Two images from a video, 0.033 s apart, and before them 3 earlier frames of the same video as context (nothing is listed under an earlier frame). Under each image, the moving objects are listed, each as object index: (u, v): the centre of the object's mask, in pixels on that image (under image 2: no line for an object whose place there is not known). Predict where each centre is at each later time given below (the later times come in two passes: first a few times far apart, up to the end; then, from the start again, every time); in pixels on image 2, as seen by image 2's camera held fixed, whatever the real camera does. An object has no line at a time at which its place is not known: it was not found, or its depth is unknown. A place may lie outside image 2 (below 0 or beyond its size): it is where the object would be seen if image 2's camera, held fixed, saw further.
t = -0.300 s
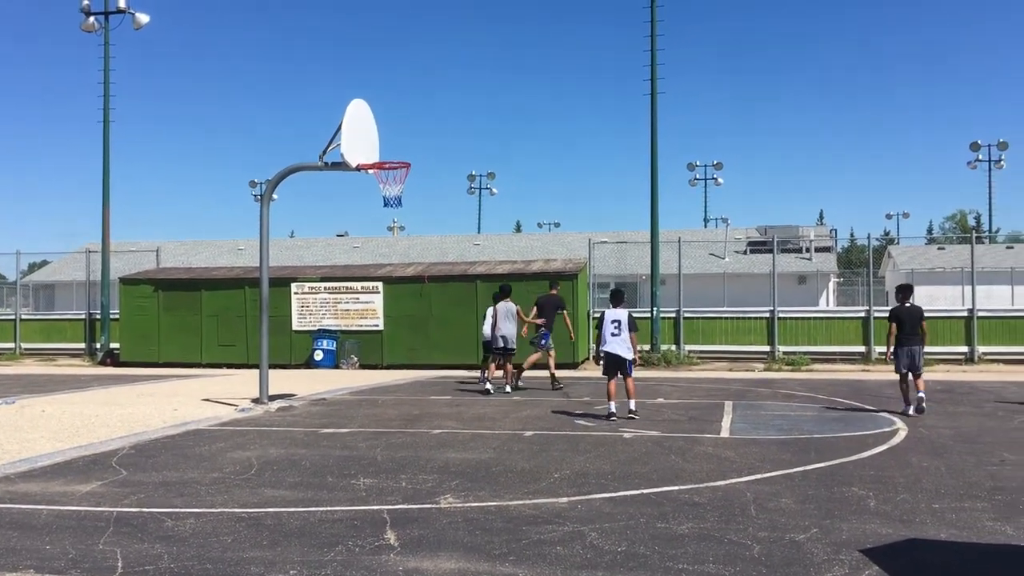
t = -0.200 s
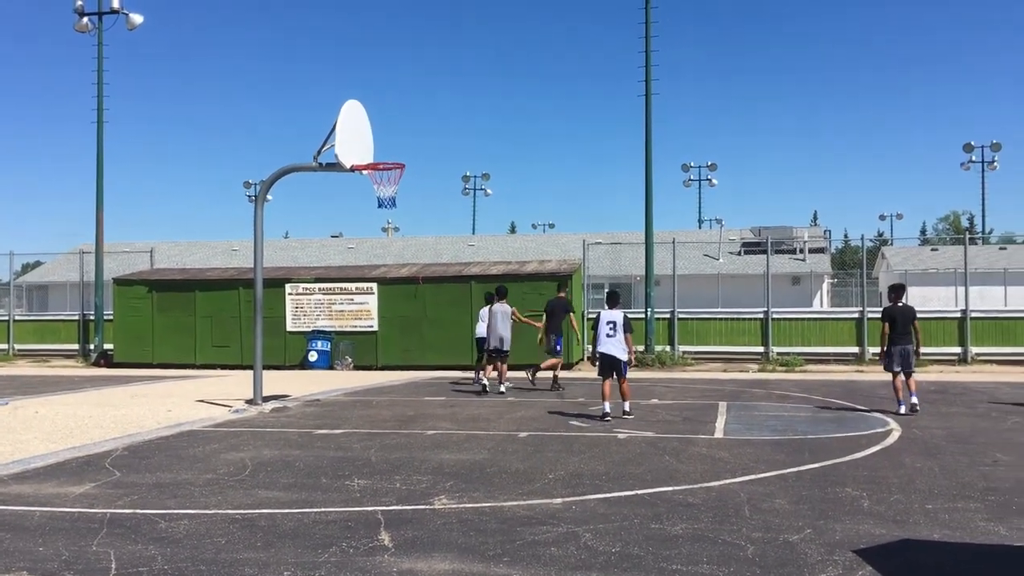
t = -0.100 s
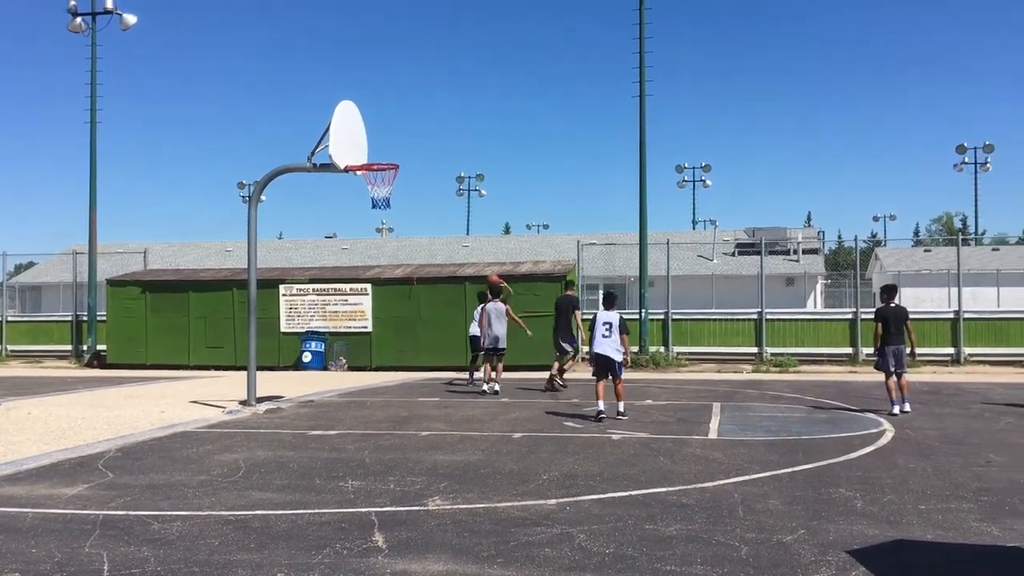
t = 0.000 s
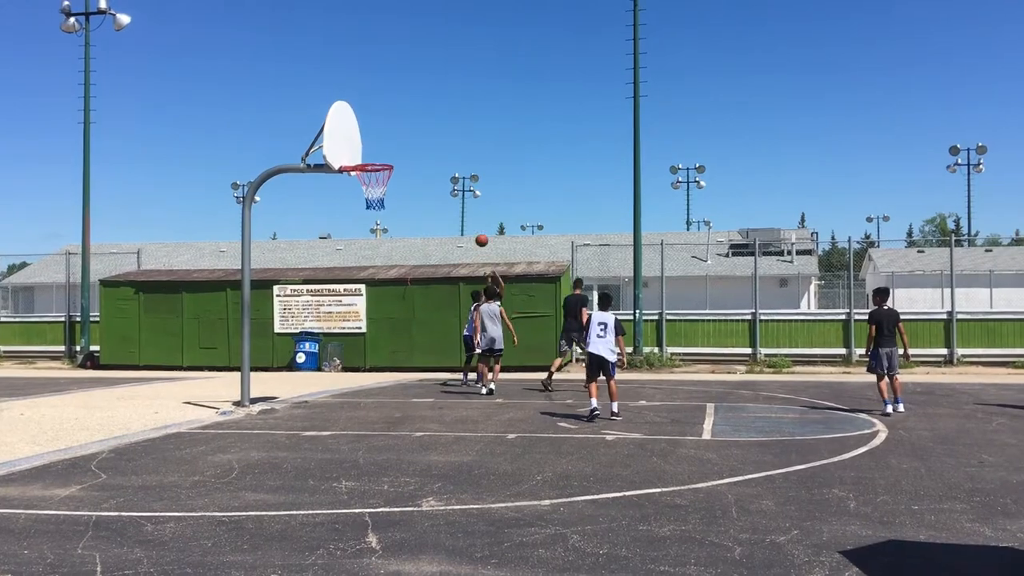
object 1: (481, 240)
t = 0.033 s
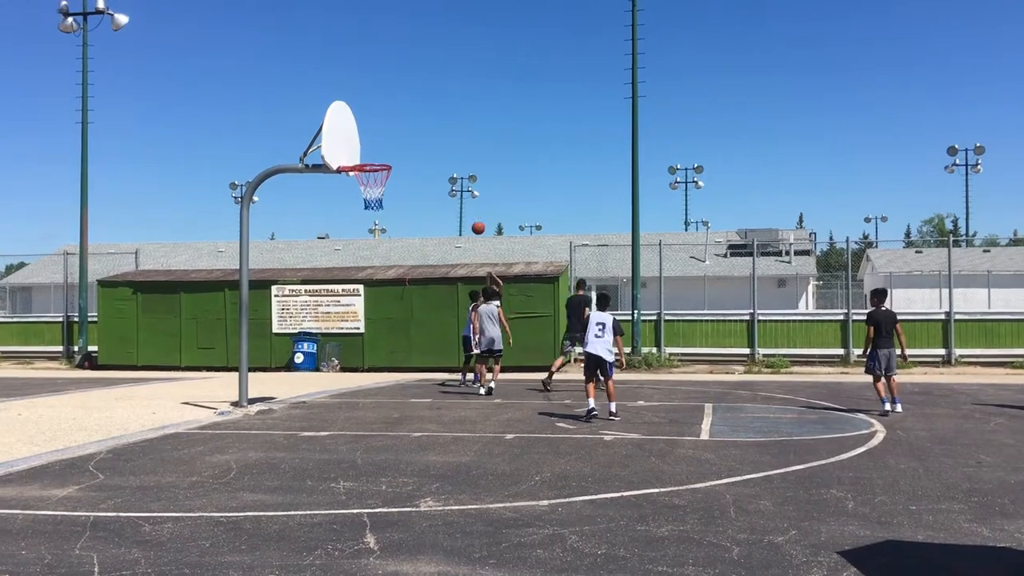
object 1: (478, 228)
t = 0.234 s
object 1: (466, 161)
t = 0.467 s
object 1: (453, 107)
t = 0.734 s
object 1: (437, 80)
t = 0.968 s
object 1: (423, 94)
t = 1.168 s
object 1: (409, 140)
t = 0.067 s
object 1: (476, 216)
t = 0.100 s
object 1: (474, 204)
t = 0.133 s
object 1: (472, 193)
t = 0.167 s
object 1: (470, 181)
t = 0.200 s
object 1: (467, 171)
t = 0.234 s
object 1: (466, 161)
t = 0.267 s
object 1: (464, 152)
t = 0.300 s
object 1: (462, 143)
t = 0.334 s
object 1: (461, 134)
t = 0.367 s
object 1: (459, 127)
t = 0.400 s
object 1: (457, 120)
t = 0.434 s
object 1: (455, 113)
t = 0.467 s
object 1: (453, 107)
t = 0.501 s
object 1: (451, 101)
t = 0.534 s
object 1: (449, 96)
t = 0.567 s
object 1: (447, 92)
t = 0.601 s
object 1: (445, 88)
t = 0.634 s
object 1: (443, 85)
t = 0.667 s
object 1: (441, 82)
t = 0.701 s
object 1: (439, 81)
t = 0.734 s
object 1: (437, 80)
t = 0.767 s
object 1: (435, 80)
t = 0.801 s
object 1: (433, 80)
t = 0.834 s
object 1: (431, 81)
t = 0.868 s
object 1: (430, 83)
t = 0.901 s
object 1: (427, 86)
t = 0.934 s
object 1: (425, 89)
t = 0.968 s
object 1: (423, 94)
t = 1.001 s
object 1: (421, 99)
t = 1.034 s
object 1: (419, 105)
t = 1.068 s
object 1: (416, 112)
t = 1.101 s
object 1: (414, 121)
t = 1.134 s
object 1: (412, 130)
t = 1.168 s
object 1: (409, 140)
